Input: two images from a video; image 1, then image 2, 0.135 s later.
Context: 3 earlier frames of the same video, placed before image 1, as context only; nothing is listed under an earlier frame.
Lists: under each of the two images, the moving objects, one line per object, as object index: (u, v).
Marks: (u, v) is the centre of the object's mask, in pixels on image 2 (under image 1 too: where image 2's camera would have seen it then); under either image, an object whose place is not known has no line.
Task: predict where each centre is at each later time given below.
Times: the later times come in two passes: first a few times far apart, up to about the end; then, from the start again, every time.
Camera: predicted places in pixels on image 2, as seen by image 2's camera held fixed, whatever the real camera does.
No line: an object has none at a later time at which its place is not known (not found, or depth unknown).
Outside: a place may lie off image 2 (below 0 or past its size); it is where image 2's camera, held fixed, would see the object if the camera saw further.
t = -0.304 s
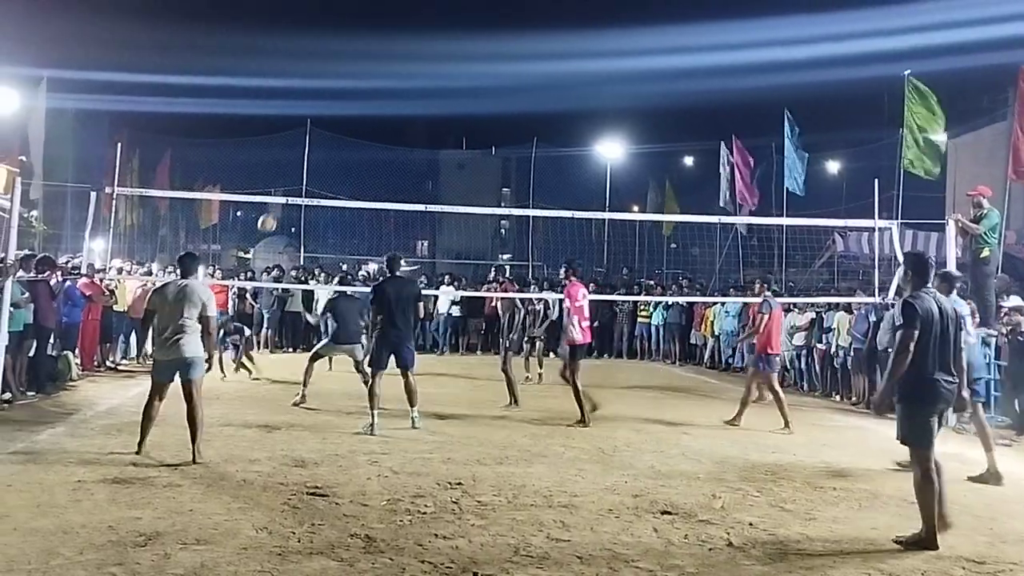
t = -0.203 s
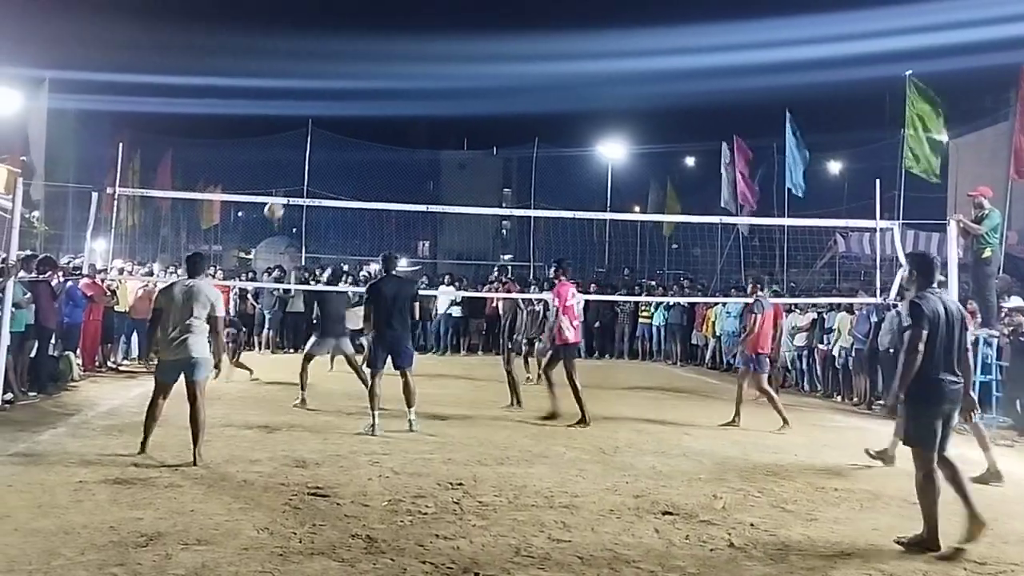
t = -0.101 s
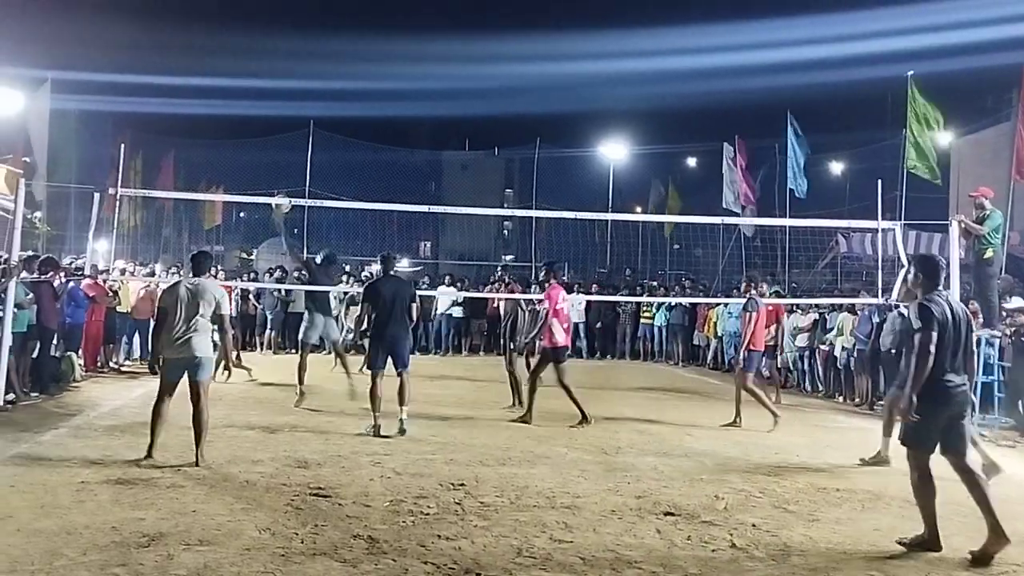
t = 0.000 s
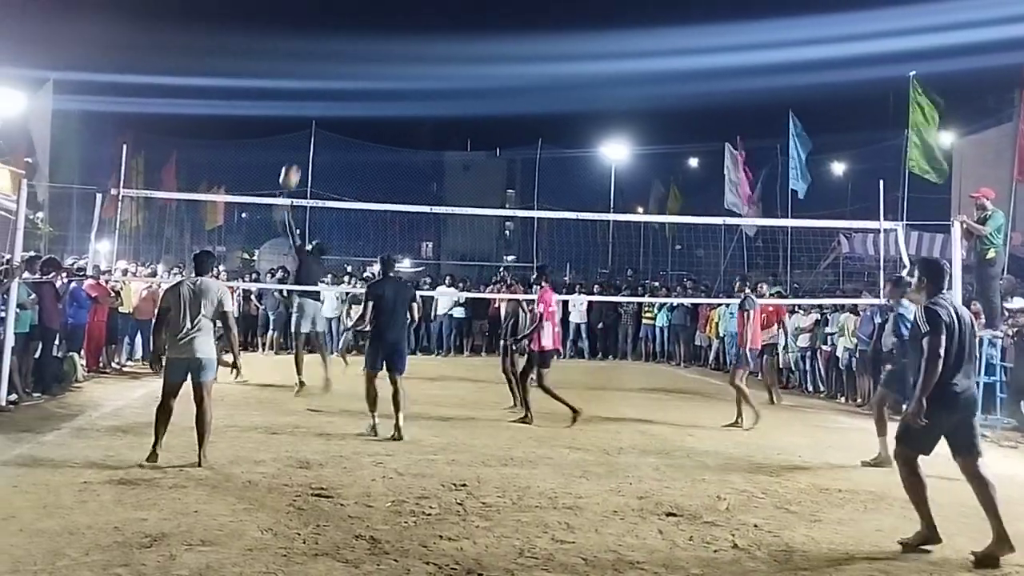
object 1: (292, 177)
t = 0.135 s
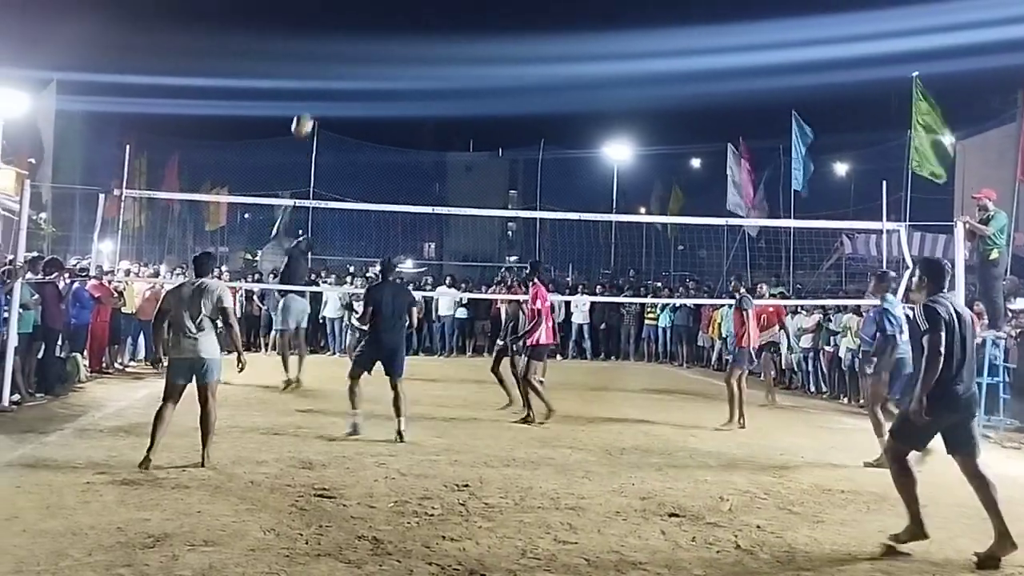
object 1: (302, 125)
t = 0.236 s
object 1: (310, 93)
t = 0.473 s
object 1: (328, 49)
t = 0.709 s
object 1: (346, 52)
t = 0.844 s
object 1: (357, 79)
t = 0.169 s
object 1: (304, 114)
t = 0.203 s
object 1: (307, 103)
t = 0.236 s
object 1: (310, 93)
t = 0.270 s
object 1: (312, 85)
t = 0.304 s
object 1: (315, 76)
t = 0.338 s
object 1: (318, 69)
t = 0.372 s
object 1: (320, 62)
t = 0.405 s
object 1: (323, 57)
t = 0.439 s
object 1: (325, 52)
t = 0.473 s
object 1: (328, 49)
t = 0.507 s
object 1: (331, 46)
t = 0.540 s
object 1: (333, 44)
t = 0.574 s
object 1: (336, 44)
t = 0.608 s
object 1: (338, 44)
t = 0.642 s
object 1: (341, 45)
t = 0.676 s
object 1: (344, 48)
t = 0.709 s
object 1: (346, 52)
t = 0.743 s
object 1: (349, 56)
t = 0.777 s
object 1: (351, 62)
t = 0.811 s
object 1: (354, 70)
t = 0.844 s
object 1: (357, 79)
